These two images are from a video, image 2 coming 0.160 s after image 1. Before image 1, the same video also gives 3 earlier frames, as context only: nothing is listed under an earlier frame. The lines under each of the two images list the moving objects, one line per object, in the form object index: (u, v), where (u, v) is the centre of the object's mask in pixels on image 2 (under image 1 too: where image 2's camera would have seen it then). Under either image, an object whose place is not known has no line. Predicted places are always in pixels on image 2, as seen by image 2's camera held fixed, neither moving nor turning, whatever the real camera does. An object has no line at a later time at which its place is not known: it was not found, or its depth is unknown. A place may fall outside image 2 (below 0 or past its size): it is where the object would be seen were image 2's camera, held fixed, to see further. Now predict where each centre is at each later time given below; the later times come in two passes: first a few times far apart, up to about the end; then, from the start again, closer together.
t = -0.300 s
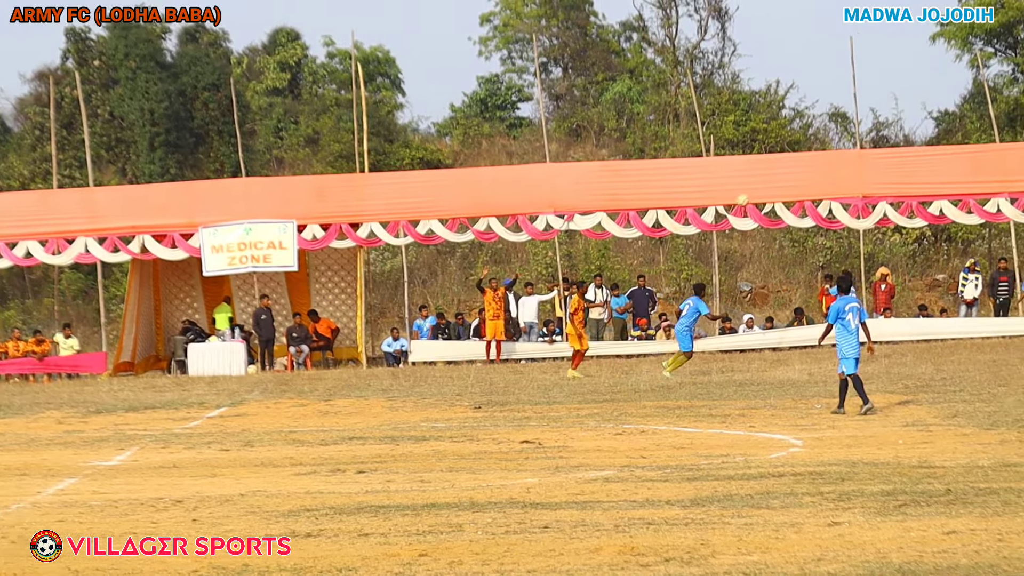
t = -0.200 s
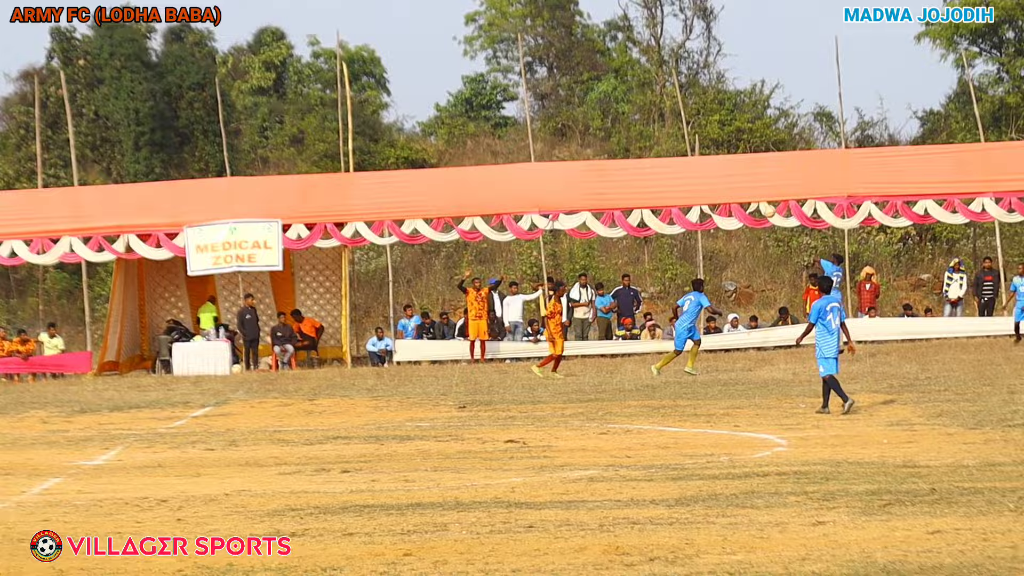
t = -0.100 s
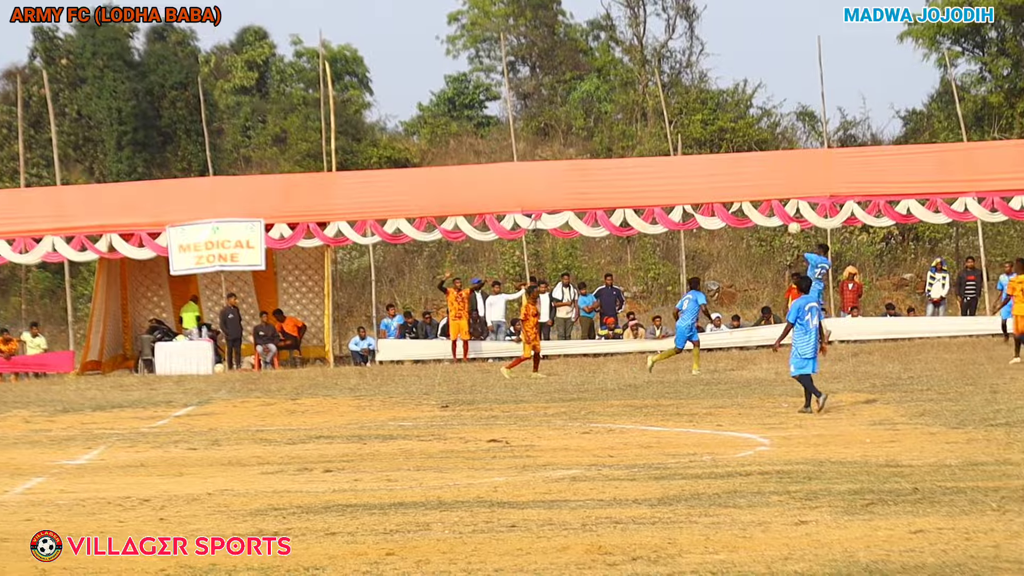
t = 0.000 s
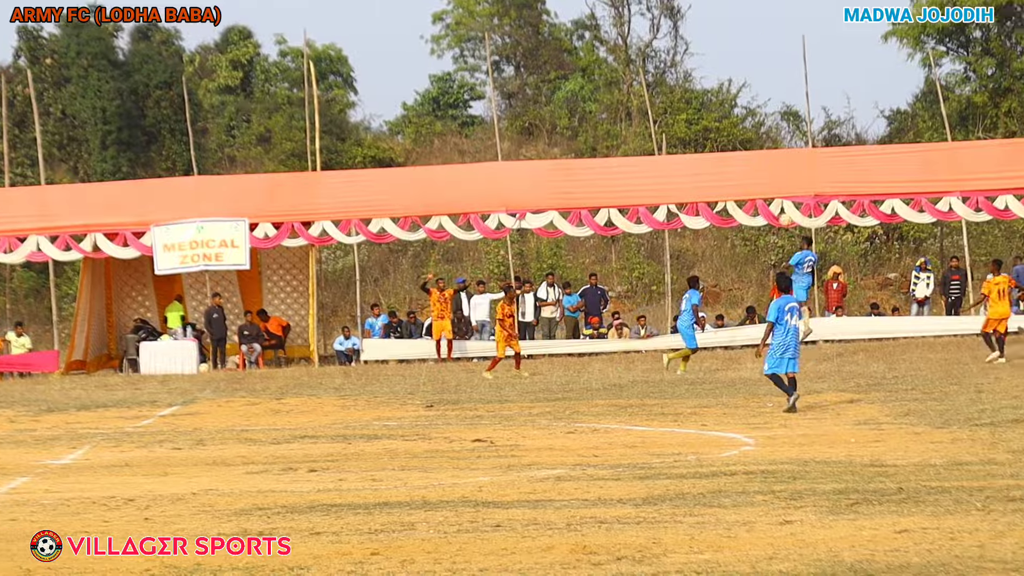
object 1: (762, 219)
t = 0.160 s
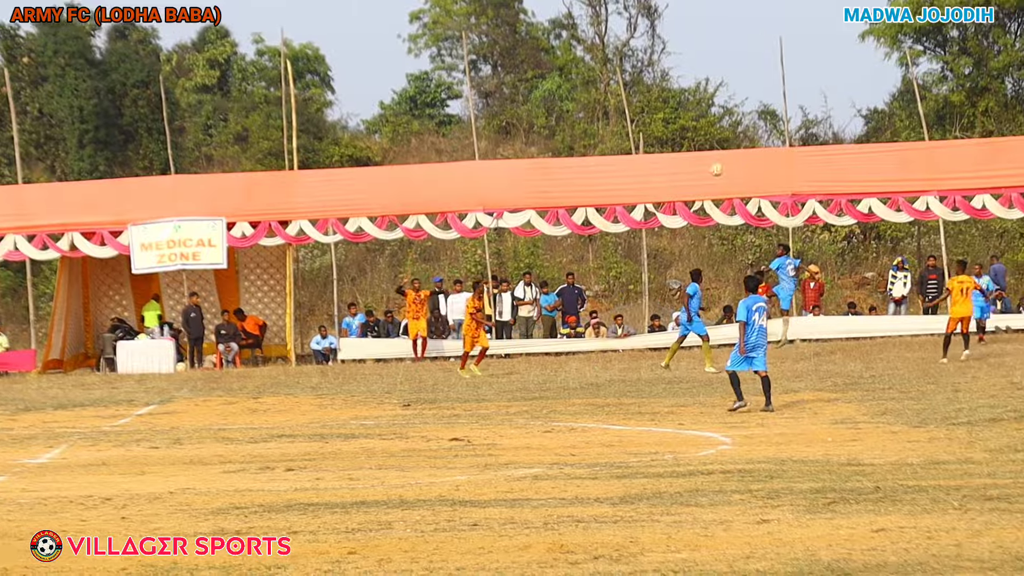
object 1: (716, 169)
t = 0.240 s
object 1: (694, 151)
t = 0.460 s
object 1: (631, 118)
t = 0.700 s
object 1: (562, 117)
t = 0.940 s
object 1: (495, 153)
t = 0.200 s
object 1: (705, 160)
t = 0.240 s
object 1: (694, 151)
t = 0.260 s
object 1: (688, 146)
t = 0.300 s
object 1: (676, 139)
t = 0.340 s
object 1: (665, 132)
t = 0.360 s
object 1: (660, 130)
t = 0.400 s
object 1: (648, 124)
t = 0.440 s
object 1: (636, 120)
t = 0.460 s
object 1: (631, 118)
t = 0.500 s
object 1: (619, 115)
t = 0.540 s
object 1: (607, 113)
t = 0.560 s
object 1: (602, 113)
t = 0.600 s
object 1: (590, 113)
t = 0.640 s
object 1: (579, 114)
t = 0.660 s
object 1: (574, 115)
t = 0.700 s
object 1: (562, 117)
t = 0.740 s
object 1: (551, 121)
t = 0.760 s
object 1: (546, 123)
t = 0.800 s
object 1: (535, 128)
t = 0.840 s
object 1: (523, 133)
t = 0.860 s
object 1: (517, 137)
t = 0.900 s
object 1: (507, 145)
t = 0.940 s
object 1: (495, 153)
